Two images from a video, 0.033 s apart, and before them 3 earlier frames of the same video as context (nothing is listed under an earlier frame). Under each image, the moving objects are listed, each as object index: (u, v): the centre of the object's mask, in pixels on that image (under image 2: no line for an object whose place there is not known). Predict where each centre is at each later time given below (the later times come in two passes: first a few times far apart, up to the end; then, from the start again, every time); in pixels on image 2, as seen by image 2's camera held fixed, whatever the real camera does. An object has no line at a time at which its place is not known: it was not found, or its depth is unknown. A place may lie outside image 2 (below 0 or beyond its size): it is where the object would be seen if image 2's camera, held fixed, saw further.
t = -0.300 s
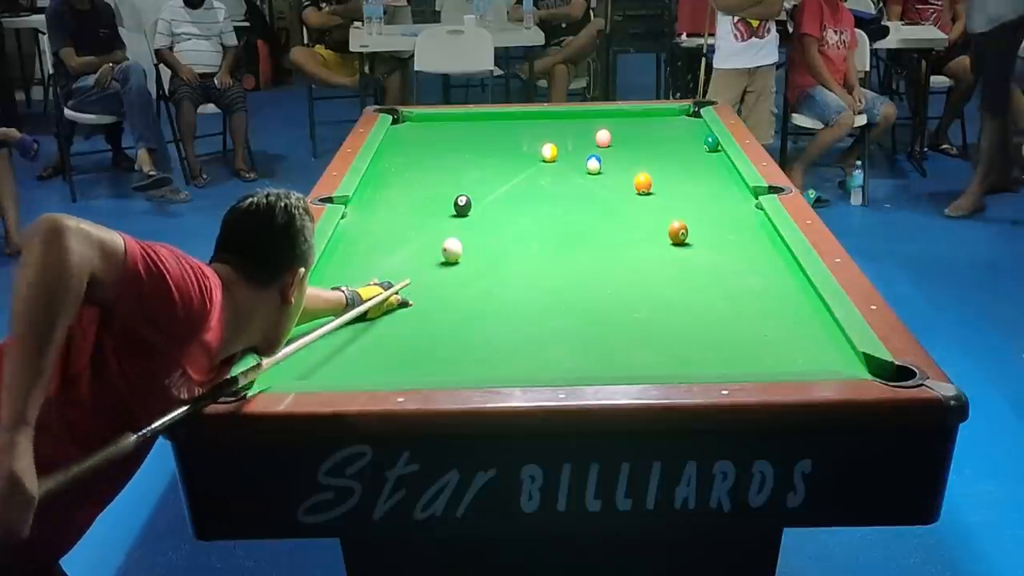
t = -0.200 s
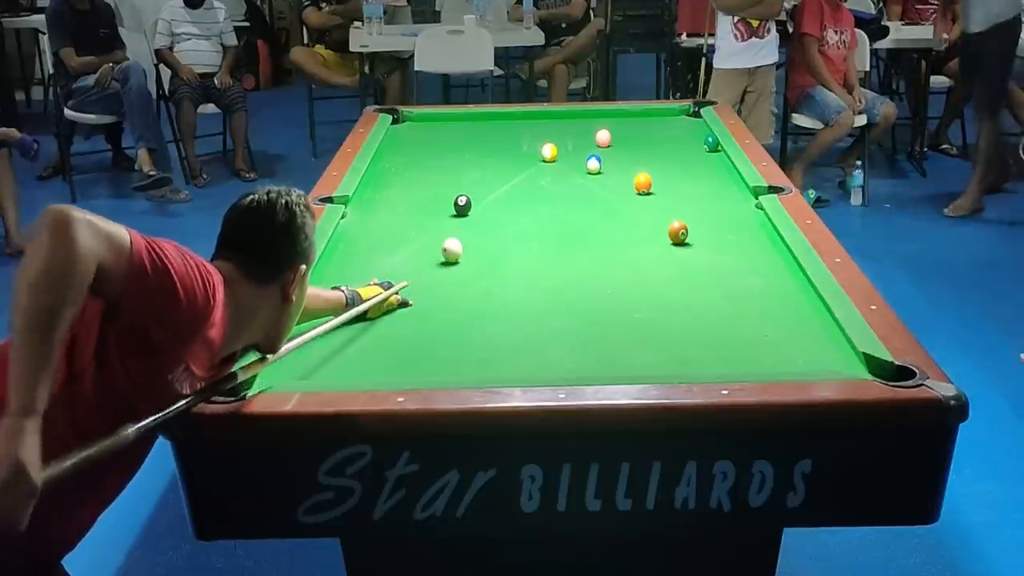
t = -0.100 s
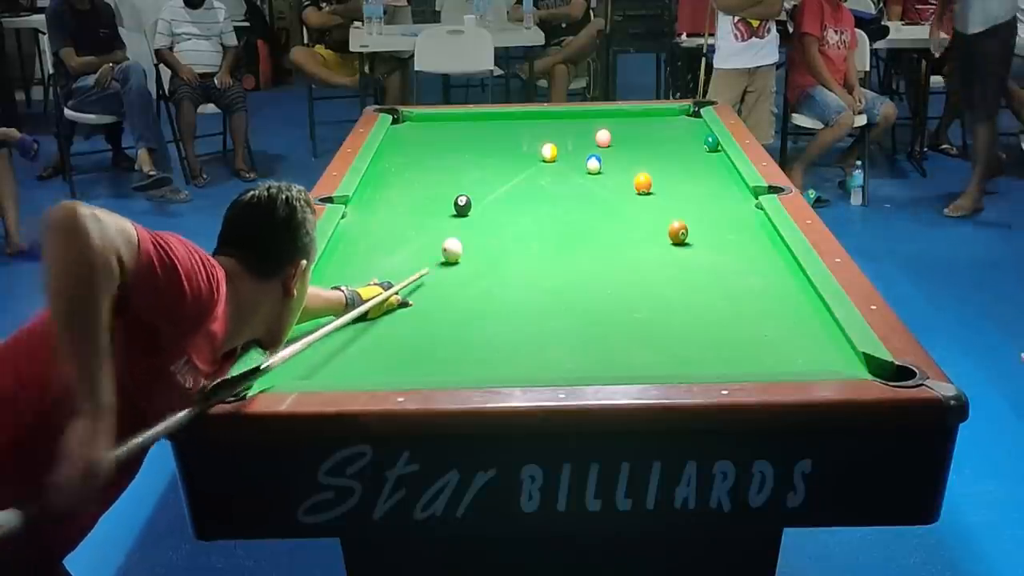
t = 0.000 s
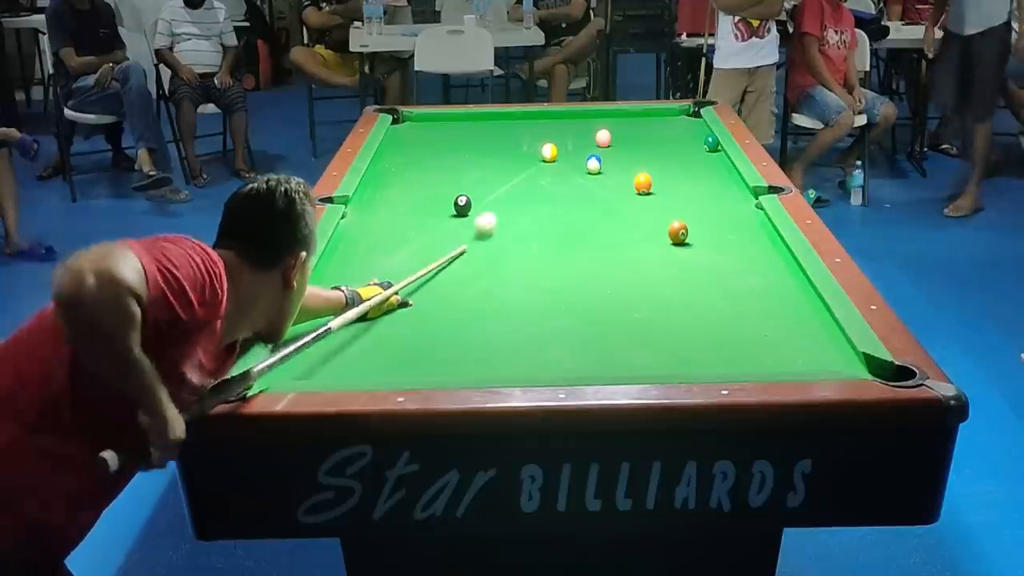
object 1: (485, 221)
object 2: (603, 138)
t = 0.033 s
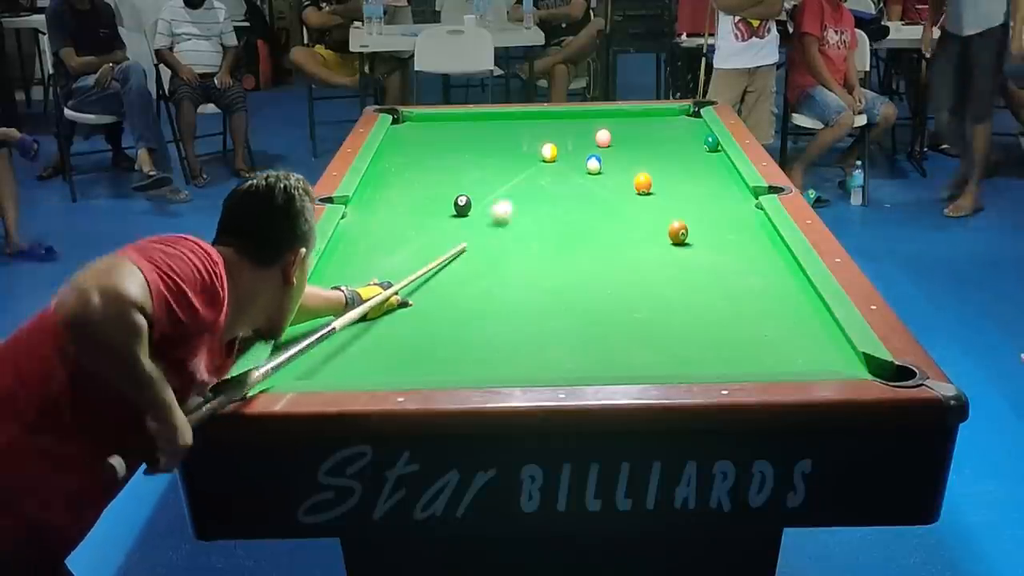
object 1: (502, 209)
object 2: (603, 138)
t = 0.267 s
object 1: (584, 148)
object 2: (603, 138)
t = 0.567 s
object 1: (559, 133)
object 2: (688, 108)
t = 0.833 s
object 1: (528, 126)
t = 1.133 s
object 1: (496, 119)
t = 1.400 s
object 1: (470, 116)
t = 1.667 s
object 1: (441, 120)
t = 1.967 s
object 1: (409, 124)
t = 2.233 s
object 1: (400, 128)
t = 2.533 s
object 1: (413, 131)
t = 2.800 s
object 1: (424, 133)
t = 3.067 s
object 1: (433, 136)
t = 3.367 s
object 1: (443, 139)
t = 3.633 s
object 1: (450, 141)
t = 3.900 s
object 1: (457, 143)
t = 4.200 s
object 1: (464, 144)
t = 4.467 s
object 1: (468, 145)
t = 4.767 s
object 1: (472, 146)
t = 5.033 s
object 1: (475, 147)
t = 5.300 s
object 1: (476, 147)
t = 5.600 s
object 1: (476, 147)
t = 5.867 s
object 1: (476, 147)
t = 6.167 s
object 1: (476, 147)
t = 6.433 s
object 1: (476, 147)
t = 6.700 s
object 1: (476, 147)
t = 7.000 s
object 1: (476, 147)
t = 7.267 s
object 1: (476, 147)
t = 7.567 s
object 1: (476, 147)
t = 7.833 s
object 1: (475, 147)
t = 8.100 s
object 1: (475, 147)
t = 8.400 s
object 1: (475, 147)
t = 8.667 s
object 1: (476, 147)
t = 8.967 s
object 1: (476, 147)
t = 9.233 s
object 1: (476, 147)
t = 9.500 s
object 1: (475, 147)
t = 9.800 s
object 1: (475, 147)
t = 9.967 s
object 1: (475, 147)
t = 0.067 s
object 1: (517, 198)
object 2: (603, 138)
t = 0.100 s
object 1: (531, 187)
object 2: (603, 138)
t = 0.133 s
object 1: (543, 178)
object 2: (603, 138)
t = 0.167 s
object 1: (555, 170)
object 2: (603, 138)
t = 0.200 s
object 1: (566, 162)
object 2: (603, 138)
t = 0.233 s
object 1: (575, 154)
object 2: (603, 138)
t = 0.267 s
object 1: (584, 148)
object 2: (603, 138)
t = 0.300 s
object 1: (593, 142)
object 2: (605, 137)
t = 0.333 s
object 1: (589, 140)
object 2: (615, 134)
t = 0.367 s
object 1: (584, 139)
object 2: (628, 129)
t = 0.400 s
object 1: (580, 138)
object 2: (640, 125)
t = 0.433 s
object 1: (575, 137)
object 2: (651, 121)
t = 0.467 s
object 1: (571, 136)
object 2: (661, 118)
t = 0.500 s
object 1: (567, 135)
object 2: (671, 115)
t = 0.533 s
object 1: (563, 134)
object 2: (679, 111)
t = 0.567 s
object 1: (559, 133)
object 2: (688, 108)
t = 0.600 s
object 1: (555, 132)
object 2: (697, 108)
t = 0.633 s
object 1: (551, 131)
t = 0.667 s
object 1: (547, 131)
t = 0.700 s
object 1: (542, 130)
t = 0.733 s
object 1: (539, 129)
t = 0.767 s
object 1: (535, 128)
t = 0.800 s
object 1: (531, 127)
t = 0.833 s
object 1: (528, 126)
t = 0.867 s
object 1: (524, 125)
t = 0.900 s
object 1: (520, 125)
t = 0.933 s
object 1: (517, 124)
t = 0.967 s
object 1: (513, 123)
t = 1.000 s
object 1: (510, 122)
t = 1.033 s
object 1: (506, 122)
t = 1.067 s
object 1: (503, 121)
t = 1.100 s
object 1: (500, 120)
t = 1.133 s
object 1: (496, 119)
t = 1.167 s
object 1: (493, 119)
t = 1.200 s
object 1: (490, 118)
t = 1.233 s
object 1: (487, 117)
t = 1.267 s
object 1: (484, 117)
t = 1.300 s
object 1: (480, 116)
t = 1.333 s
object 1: (477, 115)
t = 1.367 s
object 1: (473, 116)
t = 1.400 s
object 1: (470, 116)
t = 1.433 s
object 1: (466, 117)
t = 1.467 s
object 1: (462, 117)
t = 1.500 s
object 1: (459, 118)
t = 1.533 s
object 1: (455, 118)
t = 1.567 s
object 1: (451, 119)
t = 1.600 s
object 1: (448, 119)
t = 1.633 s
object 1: (444, 120)
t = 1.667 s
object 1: (441, 120)
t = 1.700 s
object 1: (437, 120)
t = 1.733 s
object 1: (433, 121)
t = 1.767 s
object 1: (430, 122)
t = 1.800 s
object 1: (426, 122)
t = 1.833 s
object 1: (423, 122)
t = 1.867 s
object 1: (419, 123)
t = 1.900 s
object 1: (416, 123)
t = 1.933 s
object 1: (413, 124)
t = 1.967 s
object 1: (409, 124)
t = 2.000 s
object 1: (406, 124)
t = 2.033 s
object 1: (402, 125)
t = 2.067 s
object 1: (399, 125)
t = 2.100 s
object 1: (396, 126)
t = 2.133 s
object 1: (397, 126)
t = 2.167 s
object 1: (398, 127)
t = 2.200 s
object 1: (399, 127)
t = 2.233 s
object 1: (400, 128)
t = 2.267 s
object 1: (402, 128)
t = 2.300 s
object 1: (403, 128)
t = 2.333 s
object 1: (405, 129)
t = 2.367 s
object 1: (406, 129)
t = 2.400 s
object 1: (407, 130)
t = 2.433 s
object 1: (409, 130)
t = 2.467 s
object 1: (411, 130)
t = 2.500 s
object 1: (412, 130)
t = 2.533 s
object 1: (413, 131)
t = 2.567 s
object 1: (414, 131)
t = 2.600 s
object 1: (416, 131)
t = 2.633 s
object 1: (417, 132)
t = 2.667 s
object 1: (418, 132)
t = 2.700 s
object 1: (420, 133)
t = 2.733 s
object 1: (421, 133)
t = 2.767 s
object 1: (422, 133)
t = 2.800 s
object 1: (424, 133)
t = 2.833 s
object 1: (424, 134)
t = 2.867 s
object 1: (426, 134)
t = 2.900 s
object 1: (427, 135)
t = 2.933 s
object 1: (428, 135)
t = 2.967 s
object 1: (429, 135)
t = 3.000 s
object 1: (431, 136)
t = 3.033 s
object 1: (432, 136)
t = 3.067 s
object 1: (433, 136)
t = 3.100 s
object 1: (434, 137)
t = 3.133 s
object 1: (435, 137)
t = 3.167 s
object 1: (437, 137)
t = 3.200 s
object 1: (437, 138)
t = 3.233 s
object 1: (439, 138)
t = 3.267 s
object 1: (440, 138)
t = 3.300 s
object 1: (441, 138)
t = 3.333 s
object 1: (442, 139)
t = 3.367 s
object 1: (443, 139)
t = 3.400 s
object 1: (444, 139)
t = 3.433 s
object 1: (445, 140)
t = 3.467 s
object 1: (446, 140)
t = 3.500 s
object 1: (447, 140)
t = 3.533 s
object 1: (448, 140)
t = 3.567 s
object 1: (449, 141)
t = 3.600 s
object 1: (449, 141)
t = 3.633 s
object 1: (450, 141)
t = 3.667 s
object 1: (451, 141)
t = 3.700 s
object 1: (452, 141)
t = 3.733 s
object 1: (453, 141)
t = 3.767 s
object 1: (454, 142)
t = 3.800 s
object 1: (455, 142)
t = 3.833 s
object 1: (456, 142)
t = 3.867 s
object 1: (456, 142)
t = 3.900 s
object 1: (457, 143)
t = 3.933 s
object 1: (458, 143)
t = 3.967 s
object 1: (459, 143)
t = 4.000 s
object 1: (459, 143)
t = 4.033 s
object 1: (460, 143)
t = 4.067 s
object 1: (461, 144)
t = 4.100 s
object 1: (462, 144)
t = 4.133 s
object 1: (462, 144)
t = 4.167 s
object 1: (463, 144)
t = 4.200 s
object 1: (464, 144)
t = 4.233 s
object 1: (464, 144)
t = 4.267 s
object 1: (465, 145)
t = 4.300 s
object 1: (466, 145)
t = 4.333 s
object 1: (466, 145)
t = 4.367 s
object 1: (467, 145)
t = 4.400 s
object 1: (467, 145)
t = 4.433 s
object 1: (468, 145)
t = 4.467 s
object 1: (468, 145)
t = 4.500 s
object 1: (469, 145)
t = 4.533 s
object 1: (469, 146)
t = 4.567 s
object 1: (470, 146)
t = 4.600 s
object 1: (470, 146)
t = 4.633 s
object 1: (471, 146)
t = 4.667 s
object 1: (471, 146)
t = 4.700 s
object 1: (471, 146)
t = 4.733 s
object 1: (472, 146)
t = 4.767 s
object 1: (472, 146)
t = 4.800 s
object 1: (473, 146)
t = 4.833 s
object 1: (473, 147)
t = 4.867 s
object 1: (473, 147)
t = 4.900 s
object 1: (474, 147)
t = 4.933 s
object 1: (474, 147)
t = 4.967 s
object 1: (474, 147)
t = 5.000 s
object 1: (475, 147)
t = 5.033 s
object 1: (475, 147)
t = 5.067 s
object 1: (475, 147)
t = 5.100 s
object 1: (475, 147)
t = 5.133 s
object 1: (475, 147)
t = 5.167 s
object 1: (475, 147)
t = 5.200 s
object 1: (475, 147)
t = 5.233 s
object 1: (476, 147)
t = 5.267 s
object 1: (476, 147)
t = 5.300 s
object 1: (476, 147)
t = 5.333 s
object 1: (476, 147)
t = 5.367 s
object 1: (476, 147)
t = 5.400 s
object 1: (476, 147)
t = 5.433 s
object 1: (476, 147)
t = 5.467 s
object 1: (476, 147)
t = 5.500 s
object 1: (476, 147)
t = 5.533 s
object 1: (476, 147)
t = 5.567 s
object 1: (476, 147)
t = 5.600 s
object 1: (476, 147)
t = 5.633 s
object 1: (476, 147)
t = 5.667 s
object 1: (476, 147)
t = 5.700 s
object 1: (476, 147)
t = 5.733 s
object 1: (476, 147)
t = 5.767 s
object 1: (476, 147)
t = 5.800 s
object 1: (476, 147)
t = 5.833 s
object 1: (476, 147)
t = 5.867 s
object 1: (476, 147)
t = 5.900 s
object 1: (476, 147)
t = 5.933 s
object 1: (476, 147)
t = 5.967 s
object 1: (476, 147)
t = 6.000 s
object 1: (476, 147)
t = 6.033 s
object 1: (476, 147)
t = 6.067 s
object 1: (476, 147)
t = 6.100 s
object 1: (476, 147)
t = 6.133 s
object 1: (476, 147)
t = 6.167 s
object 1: (476, 147)
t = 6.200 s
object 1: (476, 147)
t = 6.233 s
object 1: (476, 147)
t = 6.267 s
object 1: (476, 147)
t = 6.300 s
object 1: (476, 147)
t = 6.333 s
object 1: (476, 147)
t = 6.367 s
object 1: (475, 147)
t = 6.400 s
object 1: (475, 147)
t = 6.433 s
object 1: (476, 147)
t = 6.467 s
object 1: (476, 147)
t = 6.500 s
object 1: (476, 147)
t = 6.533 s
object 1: (476, 147)
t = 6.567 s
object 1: (476, 147)
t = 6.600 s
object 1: (476, 147)
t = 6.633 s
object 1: (476, 147)
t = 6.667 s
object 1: (476, 147)
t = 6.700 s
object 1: (476, 147)
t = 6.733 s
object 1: (476, 147)
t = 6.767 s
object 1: (476, 147)
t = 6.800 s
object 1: (476, 147)
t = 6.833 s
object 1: (476, 147)
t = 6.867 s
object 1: (476, 147)
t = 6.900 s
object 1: (476, 147)
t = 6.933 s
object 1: (476, 147)
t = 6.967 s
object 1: (476, 147)
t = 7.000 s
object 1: (476, 147)
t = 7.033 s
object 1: (476, 147)
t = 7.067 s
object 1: (476, 147)
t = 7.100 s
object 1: (476, 147)
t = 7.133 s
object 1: (476, 147)
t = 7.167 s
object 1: (476, 147)
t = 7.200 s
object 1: (476, 147)
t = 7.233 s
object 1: (476, 147)
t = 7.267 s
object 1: (476, 147)
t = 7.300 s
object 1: (476, 147)
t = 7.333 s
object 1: (476, 147)
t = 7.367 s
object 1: (476, 147)
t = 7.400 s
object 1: (476, 147)
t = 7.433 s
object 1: (476, 147)
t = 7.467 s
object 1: (476, 147)
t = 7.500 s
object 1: (476, 147)
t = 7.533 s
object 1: (476, 147)
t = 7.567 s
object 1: (476, 147)
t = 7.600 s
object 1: (476, 147)
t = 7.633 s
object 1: (476, 147)
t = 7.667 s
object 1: (476, 147)
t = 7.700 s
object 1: (476, 147)
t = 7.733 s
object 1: (476, 147)
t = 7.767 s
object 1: (476, 147)
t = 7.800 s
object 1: (475, 147)
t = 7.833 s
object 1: (475, 147)
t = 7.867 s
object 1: (475, 147)
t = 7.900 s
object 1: (475, 147)
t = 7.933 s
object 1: (475, 147)
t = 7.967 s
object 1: (475, 147)
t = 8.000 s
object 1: (475, 147)
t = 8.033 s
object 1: (475, 147)
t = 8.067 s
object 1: (475, 147)
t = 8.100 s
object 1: (475, 147)
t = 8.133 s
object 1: (475, 147)
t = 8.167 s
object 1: (476, 147)
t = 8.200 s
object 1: (476, 147)
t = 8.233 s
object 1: (475, 147)
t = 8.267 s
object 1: (476, 147)
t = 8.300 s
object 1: (475, 147)
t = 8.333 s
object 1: (475, 147)
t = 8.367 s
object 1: (475, 147)
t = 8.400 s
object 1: (475, 147)
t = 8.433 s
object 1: (476, 147)
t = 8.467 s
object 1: (476, 147)
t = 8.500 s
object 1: (476, 147)
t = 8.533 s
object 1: (476, 147)
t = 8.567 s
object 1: (476, 147)
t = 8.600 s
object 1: (476, 147)
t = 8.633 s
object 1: (476, 147)
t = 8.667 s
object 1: (476, 147)
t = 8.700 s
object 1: (476, 147)
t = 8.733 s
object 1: (476, 147)
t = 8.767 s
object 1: (476, 147)
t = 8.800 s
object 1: (476, 147)
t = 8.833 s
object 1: (476, 147)
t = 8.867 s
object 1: (476, 147)
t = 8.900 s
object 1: (476, 147)
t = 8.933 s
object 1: (476, 147)
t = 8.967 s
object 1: (476, 147)
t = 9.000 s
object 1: (476, 147)
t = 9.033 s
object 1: (476, 147)
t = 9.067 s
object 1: (476, 147)
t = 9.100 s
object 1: (476, 147)
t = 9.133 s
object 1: (476, 147)
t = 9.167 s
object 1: (476, 147)
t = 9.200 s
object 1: (476, 147)
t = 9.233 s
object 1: (476, 147)
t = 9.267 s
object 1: (476, 147)
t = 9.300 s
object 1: (475, 147)
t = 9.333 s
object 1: (475, 147)
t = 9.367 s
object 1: (475, 147)
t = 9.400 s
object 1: (475, 147)
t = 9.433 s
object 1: (475, 147)
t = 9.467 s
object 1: (475, 147)
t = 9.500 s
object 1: (475, 147)
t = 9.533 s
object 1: (475, 147)
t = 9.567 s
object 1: (475, 147)
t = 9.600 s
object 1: (475, 147)
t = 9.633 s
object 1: (475, 147)
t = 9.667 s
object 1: (475, 147)
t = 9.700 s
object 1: (475, 147)
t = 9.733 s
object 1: (475, 147)
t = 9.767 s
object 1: (475, 147)
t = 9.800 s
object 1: (475, 147)
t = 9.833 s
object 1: (475, 147)
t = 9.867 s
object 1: (475, 147)
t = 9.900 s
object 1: (475, 147)
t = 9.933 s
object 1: (475, 147)
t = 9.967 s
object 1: (475, 147)
